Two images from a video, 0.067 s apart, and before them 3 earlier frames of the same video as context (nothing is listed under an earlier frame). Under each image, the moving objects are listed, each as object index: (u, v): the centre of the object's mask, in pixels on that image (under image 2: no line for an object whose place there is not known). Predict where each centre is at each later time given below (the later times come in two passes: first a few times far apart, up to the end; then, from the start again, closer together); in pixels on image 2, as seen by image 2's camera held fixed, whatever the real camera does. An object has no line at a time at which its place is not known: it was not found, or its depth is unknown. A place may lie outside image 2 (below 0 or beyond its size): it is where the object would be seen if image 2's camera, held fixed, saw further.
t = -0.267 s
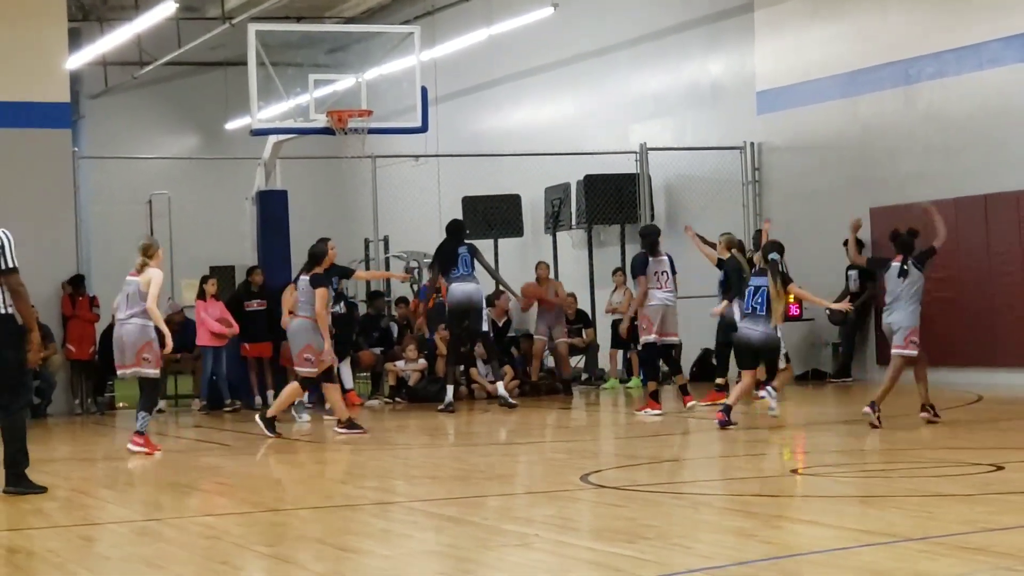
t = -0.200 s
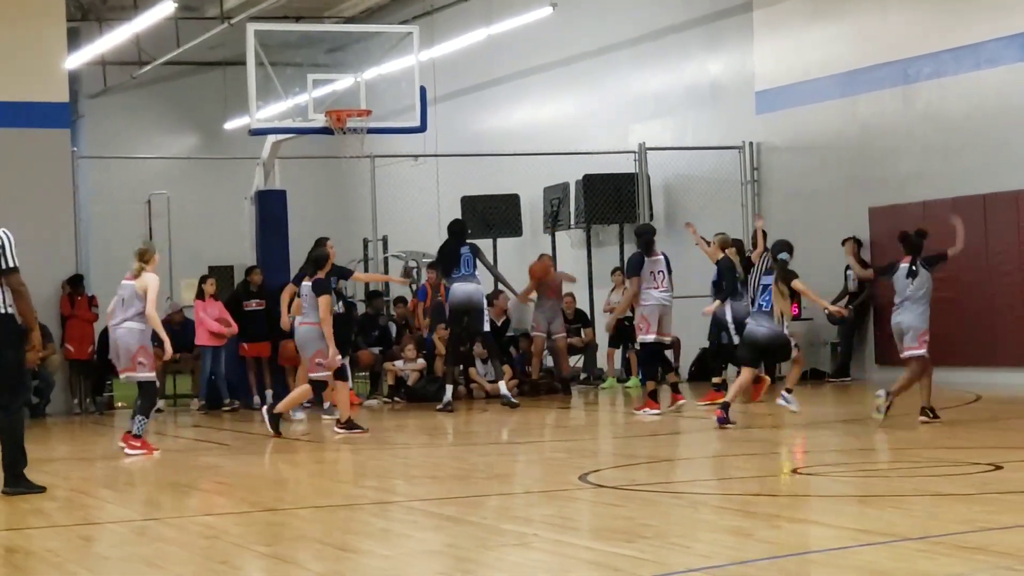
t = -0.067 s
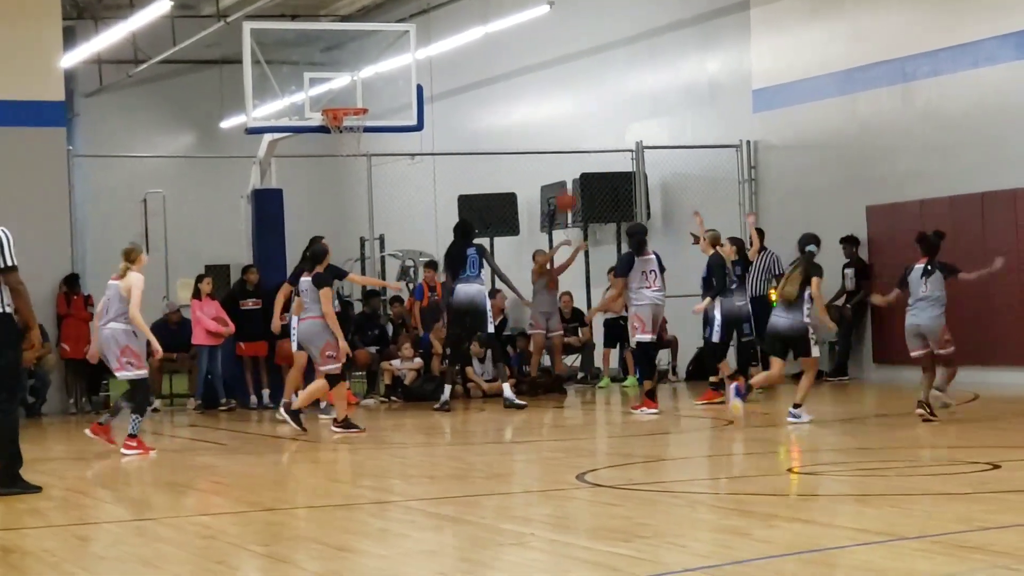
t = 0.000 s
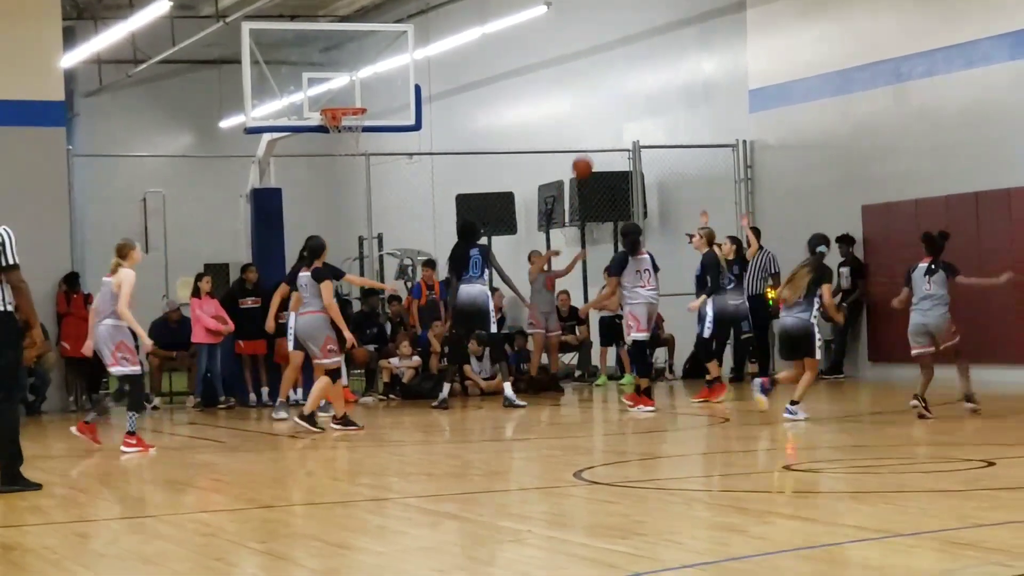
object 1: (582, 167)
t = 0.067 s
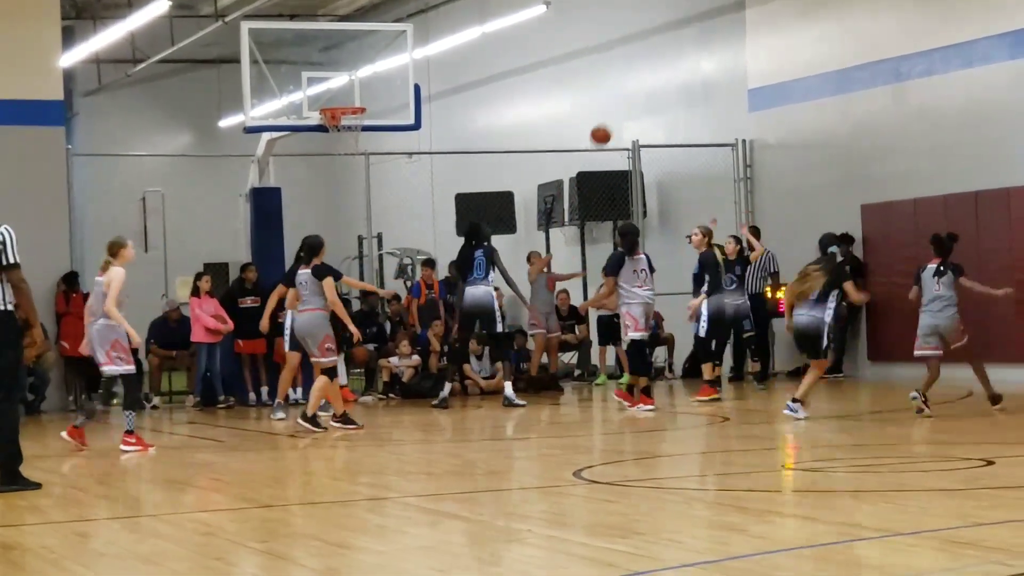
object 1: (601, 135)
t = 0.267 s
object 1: (660, 63)
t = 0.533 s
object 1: (749, 22)
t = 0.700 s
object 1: (812, 30)
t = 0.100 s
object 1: (610, 121)
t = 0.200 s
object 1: (641, 84)
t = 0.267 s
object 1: (660, 63)
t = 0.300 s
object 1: (671, 55)
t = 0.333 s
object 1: (681, 47)
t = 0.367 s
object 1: (691, 41)
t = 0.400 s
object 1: (702, 36)
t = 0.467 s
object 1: (726, 26)
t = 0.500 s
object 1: (737, 23)
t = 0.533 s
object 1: (749, 22)
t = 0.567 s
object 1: (762, 20)
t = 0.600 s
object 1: (774, 21)
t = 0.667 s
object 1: (800, 25)
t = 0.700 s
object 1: (812, 30)
